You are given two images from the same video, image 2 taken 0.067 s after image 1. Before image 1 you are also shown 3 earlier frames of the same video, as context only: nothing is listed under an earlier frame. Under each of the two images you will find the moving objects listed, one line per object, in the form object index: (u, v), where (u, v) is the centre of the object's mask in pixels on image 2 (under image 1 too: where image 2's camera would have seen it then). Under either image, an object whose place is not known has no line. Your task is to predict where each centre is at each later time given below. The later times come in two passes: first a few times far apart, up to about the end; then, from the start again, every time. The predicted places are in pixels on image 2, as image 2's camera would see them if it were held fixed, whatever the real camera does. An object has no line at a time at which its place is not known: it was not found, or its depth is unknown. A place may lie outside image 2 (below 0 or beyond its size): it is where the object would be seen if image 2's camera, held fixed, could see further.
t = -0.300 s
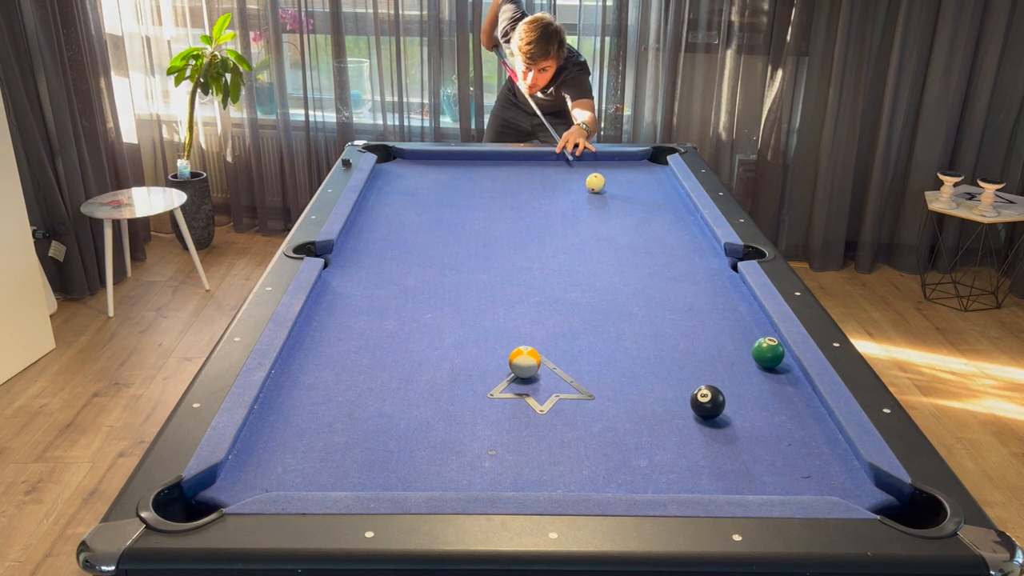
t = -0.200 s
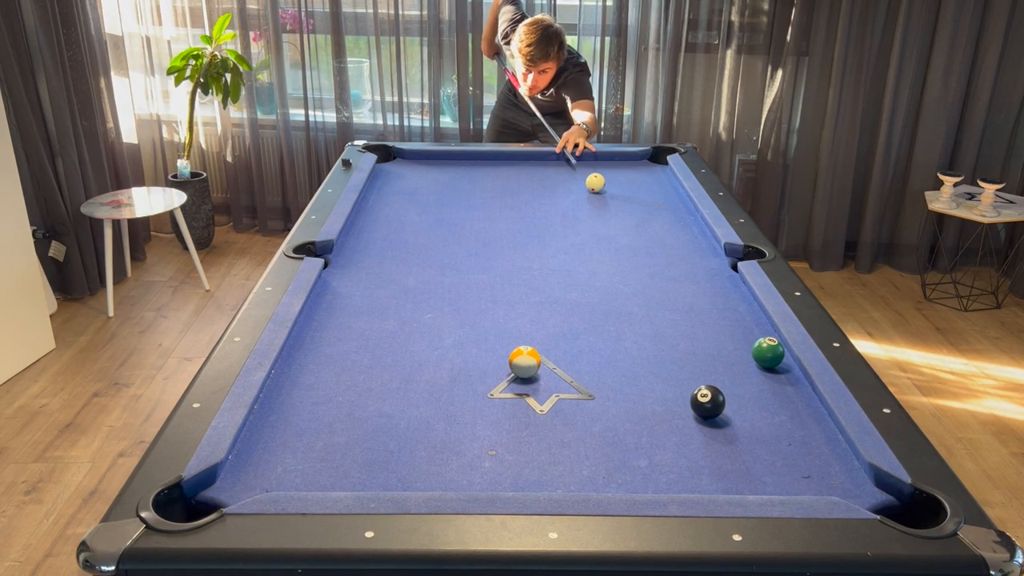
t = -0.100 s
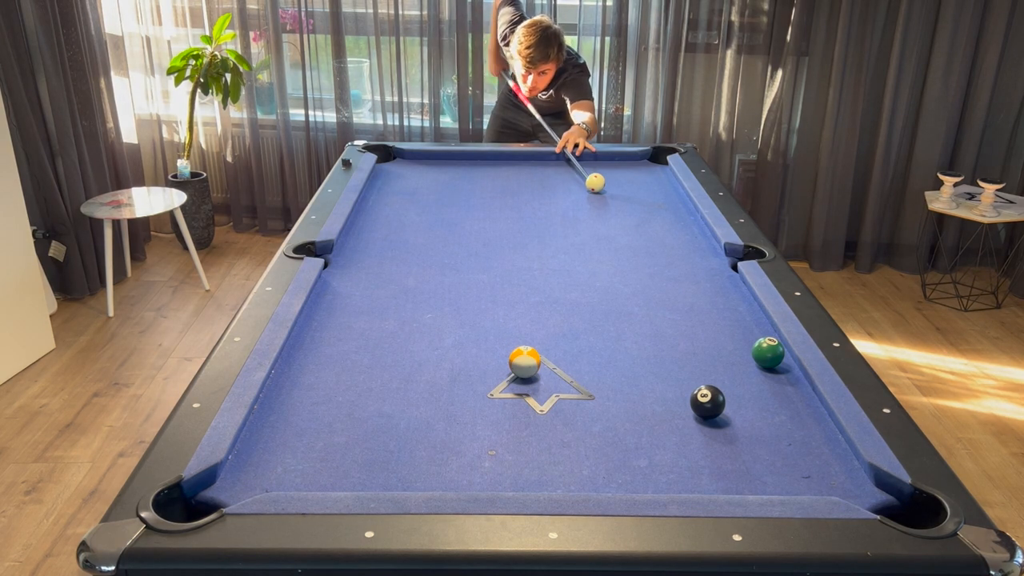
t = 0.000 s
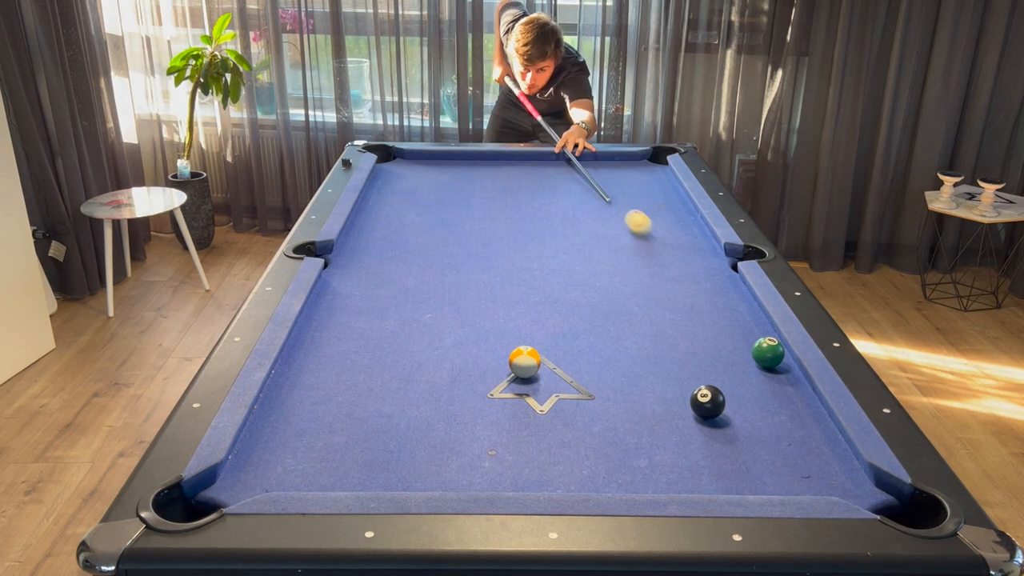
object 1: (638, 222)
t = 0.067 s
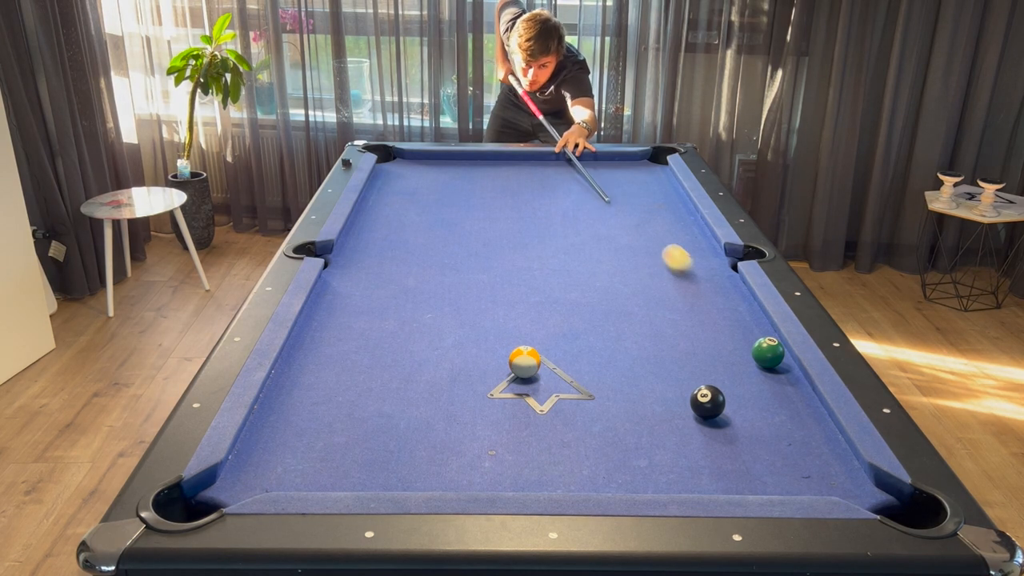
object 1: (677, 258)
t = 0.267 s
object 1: (754, 337)
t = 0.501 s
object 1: (701, 330)
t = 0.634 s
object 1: (673, 327)
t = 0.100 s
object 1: (699, 279)
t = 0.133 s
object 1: (724, 302)
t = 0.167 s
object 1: (749, 325)
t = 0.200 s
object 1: (772, 344)
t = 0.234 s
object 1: (762, 338)
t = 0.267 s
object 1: (754, 337)
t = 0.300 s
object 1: (746, 336)
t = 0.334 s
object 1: (738, 335)
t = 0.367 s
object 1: (731, 334)
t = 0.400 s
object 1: (723, 333)
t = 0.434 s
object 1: (715, 332)
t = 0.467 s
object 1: (708, 331)
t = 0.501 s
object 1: (701, 330)
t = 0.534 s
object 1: (694, 329)
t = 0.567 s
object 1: (687, 328)
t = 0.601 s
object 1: (680, 328)
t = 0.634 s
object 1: (673, 327)
